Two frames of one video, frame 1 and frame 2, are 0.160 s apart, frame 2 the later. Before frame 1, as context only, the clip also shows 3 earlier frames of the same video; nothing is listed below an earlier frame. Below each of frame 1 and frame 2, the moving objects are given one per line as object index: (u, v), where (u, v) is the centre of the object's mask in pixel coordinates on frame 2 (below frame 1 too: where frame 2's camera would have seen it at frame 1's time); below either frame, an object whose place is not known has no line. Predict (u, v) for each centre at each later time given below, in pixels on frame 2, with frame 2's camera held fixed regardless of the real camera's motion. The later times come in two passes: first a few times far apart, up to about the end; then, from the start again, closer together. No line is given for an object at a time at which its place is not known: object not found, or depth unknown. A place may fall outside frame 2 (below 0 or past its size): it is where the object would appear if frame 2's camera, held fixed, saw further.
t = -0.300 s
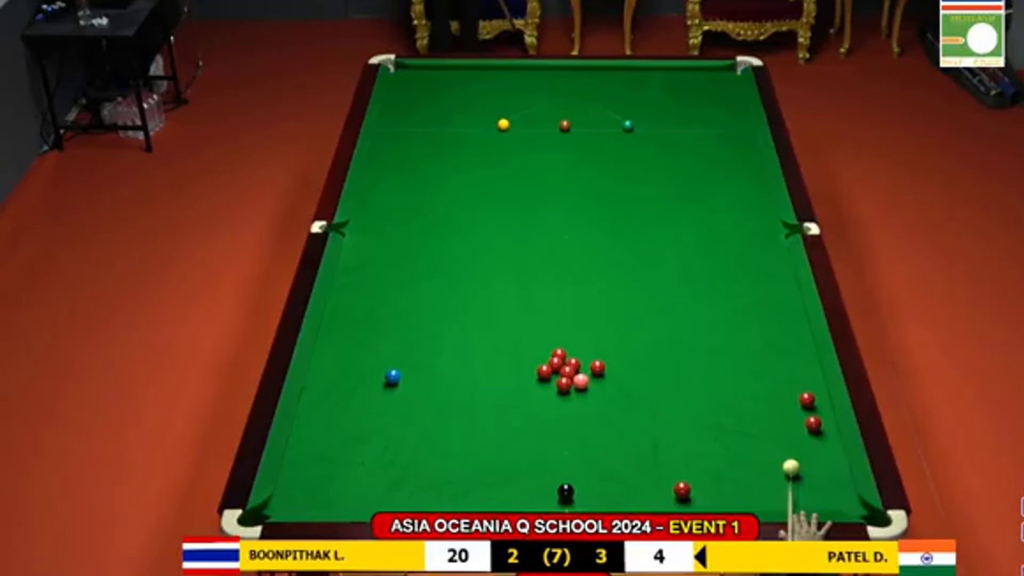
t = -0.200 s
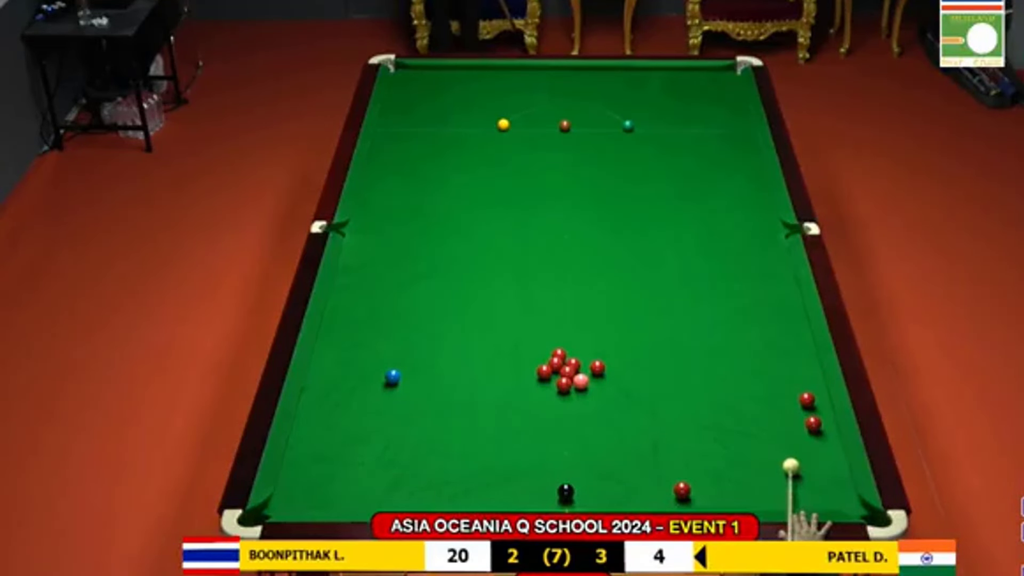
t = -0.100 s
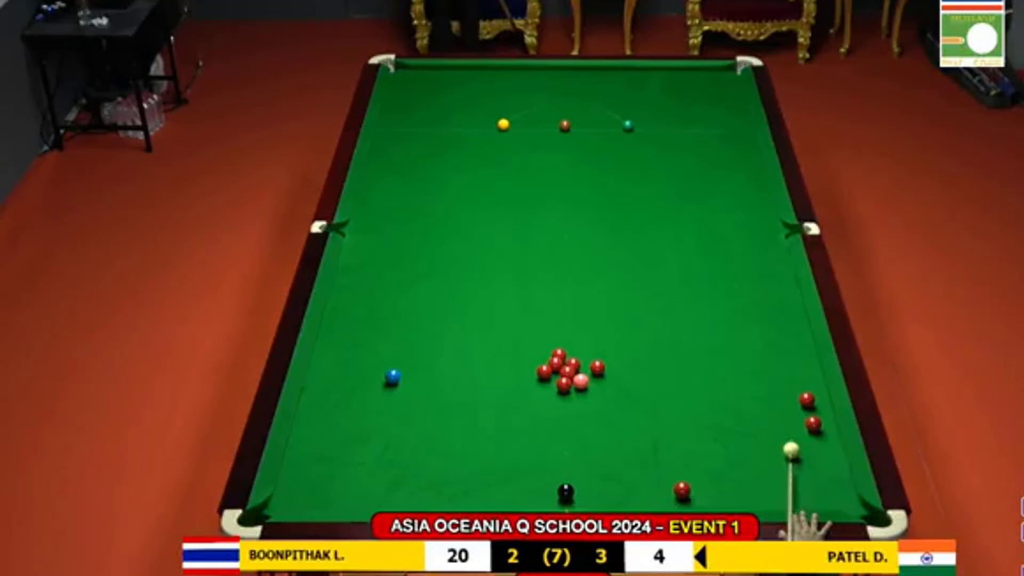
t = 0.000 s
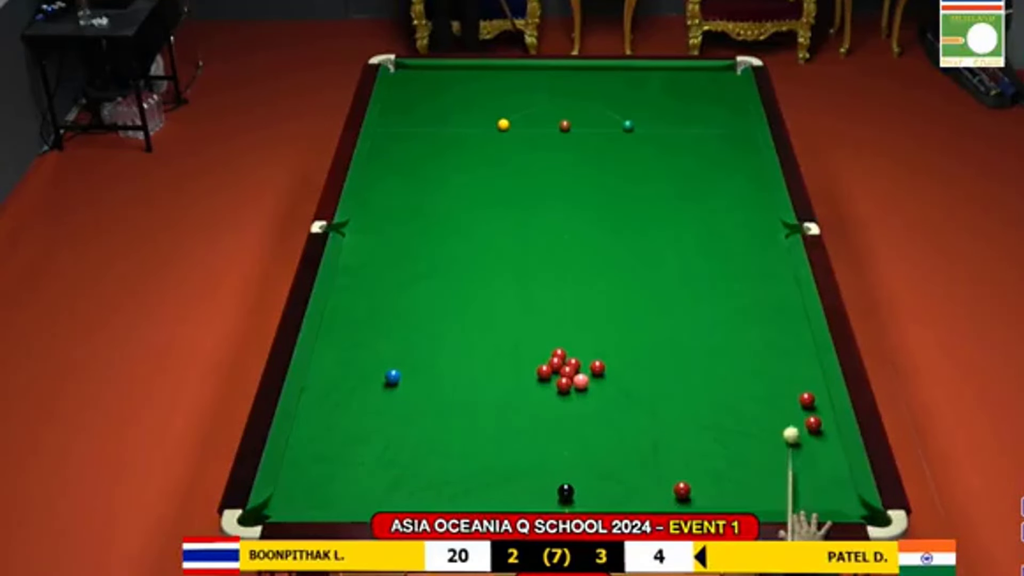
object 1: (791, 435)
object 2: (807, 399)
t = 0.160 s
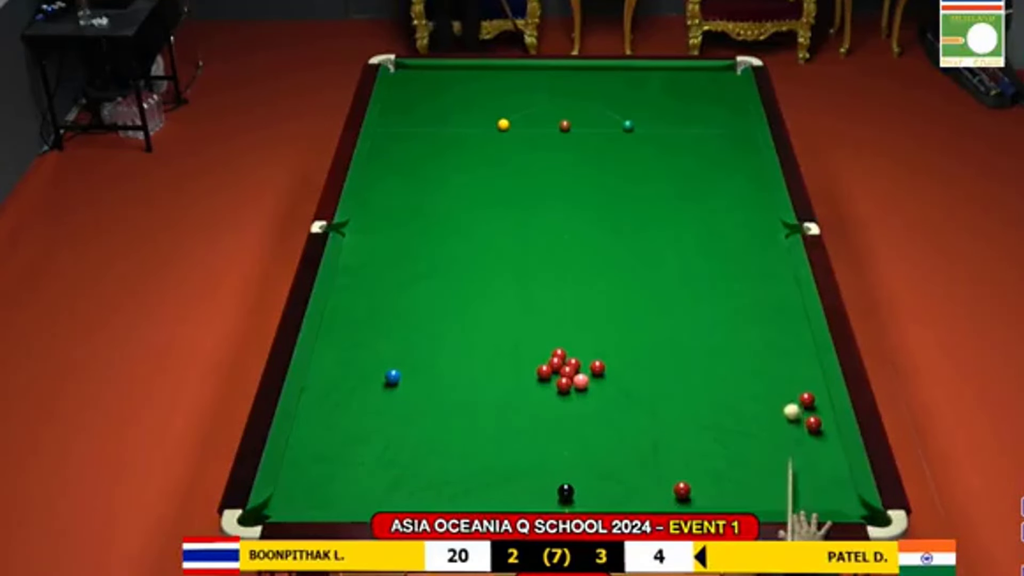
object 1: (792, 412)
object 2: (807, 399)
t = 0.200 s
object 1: (791, 407)
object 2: (807, 399)
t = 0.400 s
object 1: (782, 382)
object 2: (816, 397)
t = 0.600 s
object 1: (771, 360)
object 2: (819, 396)
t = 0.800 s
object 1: (761, 340)
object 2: (813, 394)
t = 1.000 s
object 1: (752, 321)
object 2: (808, 392)
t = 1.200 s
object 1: (744, 303)
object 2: (804, 391)
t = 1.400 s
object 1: (736, 287)
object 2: (800, 390)
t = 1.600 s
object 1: (729, 271)
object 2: (798, 389)
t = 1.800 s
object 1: (722, 257)
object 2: (797, 389)
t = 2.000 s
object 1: (716, 244)
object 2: (797, 389)
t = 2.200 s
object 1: (711, 232)
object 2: (797, 389)
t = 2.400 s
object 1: (706, 220)
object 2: (797, 389)
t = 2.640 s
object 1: (700, 207)
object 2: (796, 389)
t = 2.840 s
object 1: (695, 197)
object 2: (796, 389)
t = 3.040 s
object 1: (691, 188)
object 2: (796, 389)
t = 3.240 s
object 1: (688, 179)
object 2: (796, 389)
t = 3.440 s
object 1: (684, 171)
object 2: (796, 389)
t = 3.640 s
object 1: (680, 163)
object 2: (796, 389)
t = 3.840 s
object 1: (677, 156)
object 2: (796, 389)
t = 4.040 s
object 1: (674, 150)
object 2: (796, 389)
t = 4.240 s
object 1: (671, 143)
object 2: (796, 389)
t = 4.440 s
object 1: (668, 138)
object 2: (796, 389)
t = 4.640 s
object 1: (666, 132)
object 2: (797, 389)
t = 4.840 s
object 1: (664, 127)
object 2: (797, 389)
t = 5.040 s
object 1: (661, 122)
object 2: (797, 389)
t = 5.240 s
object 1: (659, 118)
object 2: (797, 389)
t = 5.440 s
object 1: (657, 114)
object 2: (797, 389)
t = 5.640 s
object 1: (656, 111)
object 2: (797, 389)
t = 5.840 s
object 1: (654, 107)
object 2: (797, 389)
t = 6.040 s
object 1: (653, 105)
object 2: (797, 389)
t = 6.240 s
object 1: (651, 102)
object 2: (797, 389)
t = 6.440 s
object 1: (650, 100)
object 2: (797, 389)
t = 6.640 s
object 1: (649, 98)
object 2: (797, 389)
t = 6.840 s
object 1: (648, 96)
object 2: (797, 389)
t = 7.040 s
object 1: (647, 95)
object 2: (797, 389)
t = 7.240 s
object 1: (646, 94)
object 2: (797, 389)
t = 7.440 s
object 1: (646, 93)
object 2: (797, 389)
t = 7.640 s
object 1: (646, 92)
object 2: (797, 389)
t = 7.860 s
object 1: (646, 92)
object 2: (797, 389)
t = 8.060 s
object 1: (646, 92)
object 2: (797, 389)
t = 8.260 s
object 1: (646, 92)
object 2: (797, 389)
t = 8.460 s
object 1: (646, 92)
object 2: (797, 389)
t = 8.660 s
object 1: (646, 92)
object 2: (797, 389)
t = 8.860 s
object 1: (646, 92)
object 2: (797, 389)
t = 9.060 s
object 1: (646, 92)
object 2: (797, 389)
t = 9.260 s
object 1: (646, 92)
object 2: (797, 389)
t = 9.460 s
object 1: (645, 92)
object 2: (797, 389)
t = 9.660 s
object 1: (645, 92)
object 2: (797, 389)
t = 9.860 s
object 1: (645, 92)
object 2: (797, 389)
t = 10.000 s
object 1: (645, 92)
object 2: (797, 389)
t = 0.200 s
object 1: (791, 407)
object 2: (807, 399)
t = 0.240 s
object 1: (792, 401)
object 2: (807, 399)
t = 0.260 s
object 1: (790, 398)
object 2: (809, 399)
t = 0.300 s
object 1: (787, 394)
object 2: (811, 399)
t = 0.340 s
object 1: (785, 389)
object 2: (813, 398)
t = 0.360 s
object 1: (784, 387)
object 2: (814, 398)
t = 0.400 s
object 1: (782, 382)
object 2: (816, 397)
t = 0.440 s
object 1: (780, 378)
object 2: (818, 397)
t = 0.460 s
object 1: (779, 375)
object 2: (819, 397)
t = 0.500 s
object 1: (776, 371)
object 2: (821, 396)
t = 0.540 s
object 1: (774, 367)
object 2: (821, 396)
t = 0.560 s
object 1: (773, 364)
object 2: (820, 396)
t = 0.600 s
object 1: (771, 360)
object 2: (819, 396)
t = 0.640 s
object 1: (769, 356)
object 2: (818, 395)
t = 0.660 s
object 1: (768, 354)
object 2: (817, 395)
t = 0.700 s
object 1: (766, 350)
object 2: (816, 395)
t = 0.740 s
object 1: (764, 346)
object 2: (814, 394)
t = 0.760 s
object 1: (763, 343)
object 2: (814, 394)
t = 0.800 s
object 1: (761, 340)
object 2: (813, 394)
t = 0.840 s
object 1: (759, 336)
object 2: (811, 393)
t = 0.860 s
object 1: (758, 334)
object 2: (811, 393)
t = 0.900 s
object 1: (757, 330)
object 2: (810, 393)
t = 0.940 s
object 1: (755, 326)
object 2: (809, 393)
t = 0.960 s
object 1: (754, 325)
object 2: (809, 392)
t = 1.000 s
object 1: (752, 321)
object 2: (808, 392)
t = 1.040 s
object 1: (750, 317)
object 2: (807, 392)
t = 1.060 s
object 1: (750, 316)
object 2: (806, 392)
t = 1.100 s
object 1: (748, 312)
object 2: (805, 392)
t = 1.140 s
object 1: (746, 308)
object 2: (805, 391)
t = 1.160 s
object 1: (745, 307)
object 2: (804, 391)
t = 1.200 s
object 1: (744, 303)
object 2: (804, 391)
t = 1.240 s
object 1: (742, 300)
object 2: (803, 391)
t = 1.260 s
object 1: (741, 298)
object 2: (802, 391)
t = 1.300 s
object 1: (740, 295)
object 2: (802, 391)
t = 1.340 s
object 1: (738, 291)
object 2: (801, 390)
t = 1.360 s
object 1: (738, 290)
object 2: (801, 390)
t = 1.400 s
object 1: (736, 287)
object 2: (800, 390)
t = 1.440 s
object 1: (735, 284)
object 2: (800, 390)
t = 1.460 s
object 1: (734, 282)
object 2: (799, 390)
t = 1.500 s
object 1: (733, 279)
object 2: (799, 390)
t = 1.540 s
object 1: (731, 276)
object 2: (799, 390)
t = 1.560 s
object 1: (730, 275)
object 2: (799, 390)
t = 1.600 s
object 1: (729, 271)
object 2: (798, 389)
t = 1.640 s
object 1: (727, 268)
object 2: (798, 389)
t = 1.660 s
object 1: (727, 267)
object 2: (797, 389)
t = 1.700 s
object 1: (725, 264)
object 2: (797, 389)
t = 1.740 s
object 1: (724, 262)
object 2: (797, 389)
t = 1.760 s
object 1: (724, 260)
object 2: (797, 389)
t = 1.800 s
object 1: (722, 257)
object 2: (797, 389)
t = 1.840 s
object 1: (721, 254)
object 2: (797, 389)
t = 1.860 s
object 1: (720, 253)
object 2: (797, 389)
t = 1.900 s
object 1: (719, 251)
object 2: (797, 389)
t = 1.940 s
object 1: (718, 248)
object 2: (797, 389)
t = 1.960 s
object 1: (718, 247)
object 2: (797, 389)
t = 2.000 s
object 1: (716, 244)
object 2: (797, 389)
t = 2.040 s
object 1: (715, 242)
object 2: (797, 389)
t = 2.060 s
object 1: (715, 240)
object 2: (797, 389)
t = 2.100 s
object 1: (714, 238)
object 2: (797, 389)
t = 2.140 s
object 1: (712, 235)
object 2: (797, 389)
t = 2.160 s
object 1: (712, 234)
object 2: (797, 389)
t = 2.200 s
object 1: (711, 232)
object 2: (797, 389)
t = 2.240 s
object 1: (710, 229)
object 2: (797, 389)
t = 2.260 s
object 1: (709, 228)
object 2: (797, 389)
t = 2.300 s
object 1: (708, 226)
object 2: (797, 389)
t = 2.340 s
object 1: (707, 224)
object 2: (797, 389)
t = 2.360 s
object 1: (707, 222)
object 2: (797, 389)
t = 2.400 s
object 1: (706, 220)
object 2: (797, 389)
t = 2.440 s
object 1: (705, 218)
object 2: (797, 389)
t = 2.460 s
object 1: (704, 217)
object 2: (797, 389)
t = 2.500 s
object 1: (703, 215)
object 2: (797, 389)
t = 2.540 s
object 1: (702, 213)
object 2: (797, 389)
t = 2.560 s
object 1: (702, 212)
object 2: (797, 389)
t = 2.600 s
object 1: (701, 209)
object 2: (797, 389)
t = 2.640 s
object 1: (700, 207)
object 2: (796, 389)
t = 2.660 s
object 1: (699, 206)
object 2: (797, 389)
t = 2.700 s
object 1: (698, 204)
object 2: (796, 389)
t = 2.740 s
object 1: (698, 202)
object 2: (796, 389)
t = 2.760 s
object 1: (697, 201)
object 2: (797, 389)
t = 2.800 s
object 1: (696, 199)
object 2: (796, 389)
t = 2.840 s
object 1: (695, 197)
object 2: (796, 389)
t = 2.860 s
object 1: (695, 196)
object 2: (796, 389)
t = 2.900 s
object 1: (694, 194)
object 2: (797, 389)
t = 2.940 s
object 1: (693, 192)
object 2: (797, 389)
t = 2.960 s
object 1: (693, 192)
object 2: (797, 389)
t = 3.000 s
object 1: (692, 190)
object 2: (797, 389)
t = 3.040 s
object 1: (691, 188)
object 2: (796, 389)
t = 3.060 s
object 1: (691, 187)
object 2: (796, 389)
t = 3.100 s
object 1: (690, 185)
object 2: (796, 389)
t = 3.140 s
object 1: (689, 183)
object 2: (796, 389)
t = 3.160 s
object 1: (689, 183)
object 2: (796, 389)
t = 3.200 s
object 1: (689, 181)
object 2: (796, 389)
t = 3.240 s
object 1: (688, 179)
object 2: (796, 389)
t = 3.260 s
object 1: (687, 178)
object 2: (796, 389)
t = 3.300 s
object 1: (686, 176)
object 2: (796, 389)
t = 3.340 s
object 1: (686, 175)
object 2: (796, 389)
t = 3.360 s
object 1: (685, 174)
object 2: (796, 389)
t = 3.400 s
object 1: (685, 173)
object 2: (796, 389)
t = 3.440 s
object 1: (684, 171)
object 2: (796, 389)
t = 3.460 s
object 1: (683, 170)
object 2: (796, 389)
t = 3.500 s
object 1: (683, 169)
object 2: (796, 389)
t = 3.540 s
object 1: (682, 167)
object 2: (796, 389)
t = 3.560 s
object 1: (682, 166)
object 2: (796, 389)
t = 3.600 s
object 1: (681, 165)
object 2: (796, 389)
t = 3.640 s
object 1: (680, 163)
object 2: (796, 389)
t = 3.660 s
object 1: (680, 163)
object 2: (796, 389)
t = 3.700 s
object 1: (679, 161)
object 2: (796, 389)
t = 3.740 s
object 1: (679, 160)
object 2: (796, 389)
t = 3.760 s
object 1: (678, 159)
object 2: (796, 389)
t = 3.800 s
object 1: (678, 158)
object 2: (796, 389)
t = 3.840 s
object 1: (677, 156)
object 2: (796, 389)
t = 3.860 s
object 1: (677, 155)
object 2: (796, 389)
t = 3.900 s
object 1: (676, 154)
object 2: (796, 389)
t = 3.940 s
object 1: (675, 153)
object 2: (796, 389)
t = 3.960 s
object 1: (675, 152)
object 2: (796, 389)
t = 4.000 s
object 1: (675, 151)
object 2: (796, 389)
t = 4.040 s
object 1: (674, 150)
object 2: (796, 389)
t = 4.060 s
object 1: (674, 149)
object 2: (796, 389)
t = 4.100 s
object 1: (673, 147)
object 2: (796, 389)
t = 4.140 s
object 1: (672, 146)
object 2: (796, 389)
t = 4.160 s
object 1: (672, 145)
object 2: (796, 389)
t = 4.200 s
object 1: (671, 144)
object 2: (796, 389)
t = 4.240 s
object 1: (671, 143)
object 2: (796, 389)
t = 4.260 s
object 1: (670, 142)
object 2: (796, 389)
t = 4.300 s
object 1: (670, 142)
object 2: (796, 389)
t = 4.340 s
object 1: (670, 140)
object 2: (796, 389)
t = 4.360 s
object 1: (669, 140)
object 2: (796, 389)
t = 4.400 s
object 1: (669, 138)
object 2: (796, 389)
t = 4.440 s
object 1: (668, 138)
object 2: (796, 389)
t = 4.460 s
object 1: (668, 137)
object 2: (797, 389)
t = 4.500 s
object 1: (667, 136)
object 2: (796, 389)
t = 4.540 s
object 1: (667, 135)
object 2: (796, 389)
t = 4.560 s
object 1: (667, 134)
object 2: (796, 389)
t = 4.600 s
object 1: (666, 133)
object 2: (796, 389)
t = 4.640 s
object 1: (666, 132)
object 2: (797, 389)
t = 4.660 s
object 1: (665, 131)
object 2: (797, 389)
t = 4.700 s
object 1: (665, 130)
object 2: (797, 389)
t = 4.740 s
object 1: (665, 129)
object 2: (797, 389)
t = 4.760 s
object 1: (664, 129)
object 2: (797, 389)
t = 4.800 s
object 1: (664, 128)
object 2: (797, 389)
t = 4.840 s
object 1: (664, 127)
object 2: (797, 389)
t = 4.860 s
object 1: (663, 126)
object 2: (797, 389)
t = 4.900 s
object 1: (663, 126)
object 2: (797, 389)
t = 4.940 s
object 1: (662, 125)
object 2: (797, 389)
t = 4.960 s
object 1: (662, 124)
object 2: (797, 389)
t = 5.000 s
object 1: (662, 123)
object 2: (797, 389)
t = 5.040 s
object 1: (661, 122)
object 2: (797, 389)
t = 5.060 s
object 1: (661, 122)
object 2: (797, 389)
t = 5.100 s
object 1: (661, 121)
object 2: (797, 389)
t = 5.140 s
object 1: (661, 120)
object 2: (797, 389)
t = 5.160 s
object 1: (660, 120)
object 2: (797, 389)
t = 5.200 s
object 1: (660, 119)
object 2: (797, 389)
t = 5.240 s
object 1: (659, 118)
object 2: (797, 389)
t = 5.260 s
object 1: (659, 118)
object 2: (797, 389)
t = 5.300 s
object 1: (659, 117)
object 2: (797, 389)
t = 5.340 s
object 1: (659, 116)
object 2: (797, 389)
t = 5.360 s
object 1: (658, 115)
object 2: (797, 389)
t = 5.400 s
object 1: (658, 115)
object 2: (797, 389)
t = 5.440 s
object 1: (657, 114)
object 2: (797, 389)
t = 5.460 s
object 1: (657, 114)
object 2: (797, 389)
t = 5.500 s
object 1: (657, 113)
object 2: (797, 389)
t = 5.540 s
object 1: (656, 112)
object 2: (797, 389)
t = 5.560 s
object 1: (657, 112)
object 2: (797, 389)
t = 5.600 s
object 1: (656, 111)
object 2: (797, 389)
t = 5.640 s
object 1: (656, 111)
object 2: (797, 389)
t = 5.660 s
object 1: (656, 110)
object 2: (797, 389)
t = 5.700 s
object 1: (655, 109)
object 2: (797, 389)
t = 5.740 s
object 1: (655, 109)
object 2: (797, 389)
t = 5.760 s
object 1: (655, 108)
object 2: (797, 389)
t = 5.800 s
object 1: (655, 108)
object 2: (797, 389)
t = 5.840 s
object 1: (654, 107)
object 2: (797, 389)
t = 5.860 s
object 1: (654, 107)
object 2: (797, 389)
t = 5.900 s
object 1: (654, 106)
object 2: (797, 389)
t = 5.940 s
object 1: (654, 106)
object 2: (797, 389)
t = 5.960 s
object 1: (654, 105)
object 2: (797, 389)
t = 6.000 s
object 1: (653, 105)
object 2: (797, 389)
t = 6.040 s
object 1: (653, 105)
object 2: (797, 389)
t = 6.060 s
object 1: (652, 104)
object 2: (797, 389)
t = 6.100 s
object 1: (652, 104)
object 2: (797, 389)
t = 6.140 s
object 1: (652, 103)
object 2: (797, 389)
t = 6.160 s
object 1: (652, 103)
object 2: (797, 389)
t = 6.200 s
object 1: (651, 102)
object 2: (797, 389)
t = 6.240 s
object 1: (651, 102)
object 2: (797, 389)
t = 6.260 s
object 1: (651, 101)
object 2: (797, 389)
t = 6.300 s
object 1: (651, 101)
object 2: (797, 389)
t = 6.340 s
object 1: (650, 101)
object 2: (797, 389)
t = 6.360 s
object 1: (650, 100)
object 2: (797, 389)
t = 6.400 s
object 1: (650, 100)
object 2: (797, 389)
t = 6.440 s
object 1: (650, 100)
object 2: (797, 389)
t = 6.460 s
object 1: (650, 99)
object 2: (797, 389)
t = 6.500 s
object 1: (649, 99)
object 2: (797, 389)
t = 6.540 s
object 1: (649, 99)
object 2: (797, 389)
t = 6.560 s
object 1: (649, 98)
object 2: (797, 389)
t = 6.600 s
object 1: (649, 98)
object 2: (797, 389)
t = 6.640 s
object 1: (649, 98)
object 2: (797, 389)
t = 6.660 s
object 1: (649, 97)
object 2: (797, 389)
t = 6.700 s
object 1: (648, 97)
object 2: (797, 389)
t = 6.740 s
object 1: (648, 97)
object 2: (797, 389)
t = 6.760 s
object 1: (648, 97)
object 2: (797, 389)
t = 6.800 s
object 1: (648, 97)
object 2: (797, 389)
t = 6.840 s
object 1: (648, 96)
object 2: (797, 389)
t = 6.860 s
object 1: (647, 96)
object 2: (797, 389)
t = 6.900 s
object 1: (647, 96)
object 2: (797, 389)
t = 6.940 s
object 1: (647, 95)
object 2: (797, 389)
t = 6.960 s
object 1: (647, 95)
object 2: (797, 389)
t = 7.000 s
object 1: (647, 95)
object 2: (797, 389)
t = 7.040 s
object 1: (647, 95)
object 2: (797, 389)
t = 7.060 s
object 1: (647, 95)
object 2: (797, 389)
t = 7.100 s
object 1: (647, 94)
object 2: (797, 389)
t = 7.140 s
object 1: (647, 94)
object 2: (797, 389)
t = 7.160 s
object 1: (647, 94)
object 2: (797, 389)
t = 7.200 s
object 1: (646, 94)
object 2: (797, 389)
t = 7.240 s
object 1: (646, 94)
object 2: (797, 389)
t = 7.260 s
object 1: (646, 93)
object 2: (797, 389)
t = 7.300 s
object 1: (646, 93)
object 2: (797, 389)
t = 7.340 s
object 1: (646, 93)
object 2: (797, 389)
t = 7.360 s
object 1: (646, 93)
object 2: (797, 389)
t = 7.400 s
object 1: (646, 93)
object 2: (797, 389)
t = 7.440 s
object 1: (646, 93)
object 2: (797, 389)
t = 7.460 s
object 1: (646, 93)
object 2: (797, 389)
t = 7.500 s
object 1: (646, 93)
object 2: (797, 389)
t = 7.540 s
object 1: (646, 92)
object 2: (797, 389)
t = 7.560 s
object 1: (646, 92)
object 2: (797, 389)
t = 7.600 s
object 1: (646, 92)
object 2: (797, 389)
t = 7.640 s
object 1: (646, 92)
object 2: (797, 389)
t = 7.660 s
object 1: (646, 92)
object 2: (797, 389)
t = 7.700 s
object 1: (646, 92)
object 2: (797, 389)
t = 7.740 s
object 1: (646, 92)
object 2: (797, 389)
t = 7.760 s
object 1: (646, 92)
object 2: (797, 389)
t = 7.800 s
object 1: (646, 92)
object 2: (797, 389)
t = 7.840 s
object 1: (646, 92)
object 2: (797, 389)
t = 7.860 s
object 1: (646, 92)
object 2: (797, 389)
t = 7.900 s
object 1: (646, 92)
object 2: (797, 389)
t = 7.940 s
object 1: (646, 92)
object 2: (797, 389)
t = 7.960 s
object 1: (646, 92)
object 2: (797, 389)
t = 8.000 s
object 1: (646, 92)
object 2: (797, 389)
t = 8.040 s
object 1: (646, 92)
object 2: (797, 389)
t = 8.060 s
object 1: (646, 92)
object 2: (797, 389)
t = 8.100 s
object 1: (646, 92)
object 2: (797, 389)
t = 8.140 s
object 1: (646, 92)
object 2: (797, 389)
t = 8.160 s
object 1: (646, 92)
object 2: (797, 389)
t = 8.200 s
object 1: (646, 92)
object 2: (797, 389)
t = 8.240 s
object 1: (646, 92)
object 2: (797, 389)
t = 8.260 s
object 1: (646, 92)
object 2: (797, 389)
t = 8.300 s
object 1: (646, 92)
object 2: (797, 389)
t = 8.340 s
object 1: (646, 92)
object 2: (797, 389)
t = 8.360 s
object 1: (646, 92)
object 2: (797, 389)
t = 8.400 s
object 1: (646, 92)
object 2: (797, 389)
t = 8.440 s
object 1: (646, 92)
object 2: (797, 389)
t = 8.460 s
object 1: (646, 92)
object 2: (797, 389)
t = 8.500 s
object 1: (646, 92)
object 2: (797, 389)
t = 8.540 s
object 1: (646, 92)
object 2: (797, 389)
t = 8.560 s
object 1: (646, 92)
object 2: (797, 389)
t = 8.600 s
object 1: (646, 92)
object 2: (797, 389)
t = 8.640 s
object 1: (646, 92)
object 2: (797, 389)
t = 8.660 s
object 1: (646, 92)
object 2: (797, 389)
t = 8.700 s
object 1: (646, 92)
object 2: (797, 389)
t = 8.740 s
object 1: (646, 92)
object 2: (797, 389)
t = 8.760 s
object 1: (646, 92)
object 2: (797, 389)
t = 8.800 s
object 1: (646, 92)
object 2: (797, 389)
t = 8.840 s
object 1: (646, 92)
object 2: (797, 389)
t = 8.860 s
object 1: (646, 92)
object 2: (797, 389)
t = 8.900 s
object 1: (646, 92)
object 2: (797, 389)
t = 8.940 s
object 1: (646, 92)
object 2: (797, 389)
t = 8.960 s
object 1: (646, 92)
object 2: (797, 389)
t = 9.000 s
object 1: (646, 92)
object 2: (797, 389)
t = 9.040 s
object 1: (646, 92)
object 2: (797, 389)
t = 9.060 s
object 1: (646, 92)
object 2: (797, 389)
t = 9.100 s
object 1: (646, 92)
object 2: (797, 389)
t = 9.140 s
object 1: (646, 92)
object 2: (797, 389)
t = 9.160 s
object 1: (646, 92)
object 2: (797, 389)
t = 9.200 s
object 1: (646, 92)
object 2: (797, 389)
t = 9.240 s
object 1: (646, 92)
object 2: (797, 389)
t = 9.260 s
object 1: (646, 92)
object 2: (797, 389)
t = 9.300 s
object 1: (646, 92)
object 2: (797, 389)
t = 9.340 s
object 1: (645, 92)
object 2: (797, 389)
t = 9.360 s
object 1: (645, 92)
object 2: (797, 389)
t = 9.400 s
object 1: (645, 92)
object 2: (797, 389)
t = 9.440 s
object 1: (645, 92)
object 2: (797, 389)
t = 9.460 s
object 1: (645, 92)
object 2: (797, 389)
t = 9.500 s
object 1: (645, 92)
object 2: (797, 389)
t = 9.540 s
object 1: (645, 92)
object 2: (797, 389)
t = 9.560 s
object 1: (645, 92)
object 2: (797, 389)
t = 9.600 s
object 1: (645, 92)
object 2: (797, 389)
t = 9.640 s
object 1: (645, 92)
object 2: (797, 389)
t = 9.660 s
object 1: (645, 92)
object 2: (797, 389)
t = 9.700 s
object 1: (645, 92)
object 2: (797, 389)
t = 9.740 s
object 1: (645, 92)
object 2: (797, 389)
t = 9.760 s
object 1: (646, 92)
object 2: (797, 389)
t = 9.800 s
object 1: (645, 92)
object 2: (797, 389)
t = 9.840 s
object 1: (645, 92)
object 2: (797, 389)
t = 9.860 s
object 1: (645, 92)
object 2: (797, 389)
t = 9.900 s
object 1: (645, 92)
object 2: (797, 389)
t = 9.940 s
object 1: (645, 92)
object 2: (797, 389)
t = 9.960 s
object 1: (645, 92)
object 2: (797, 389)
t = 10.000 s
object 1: (645, 92)
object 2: (797, 389)
